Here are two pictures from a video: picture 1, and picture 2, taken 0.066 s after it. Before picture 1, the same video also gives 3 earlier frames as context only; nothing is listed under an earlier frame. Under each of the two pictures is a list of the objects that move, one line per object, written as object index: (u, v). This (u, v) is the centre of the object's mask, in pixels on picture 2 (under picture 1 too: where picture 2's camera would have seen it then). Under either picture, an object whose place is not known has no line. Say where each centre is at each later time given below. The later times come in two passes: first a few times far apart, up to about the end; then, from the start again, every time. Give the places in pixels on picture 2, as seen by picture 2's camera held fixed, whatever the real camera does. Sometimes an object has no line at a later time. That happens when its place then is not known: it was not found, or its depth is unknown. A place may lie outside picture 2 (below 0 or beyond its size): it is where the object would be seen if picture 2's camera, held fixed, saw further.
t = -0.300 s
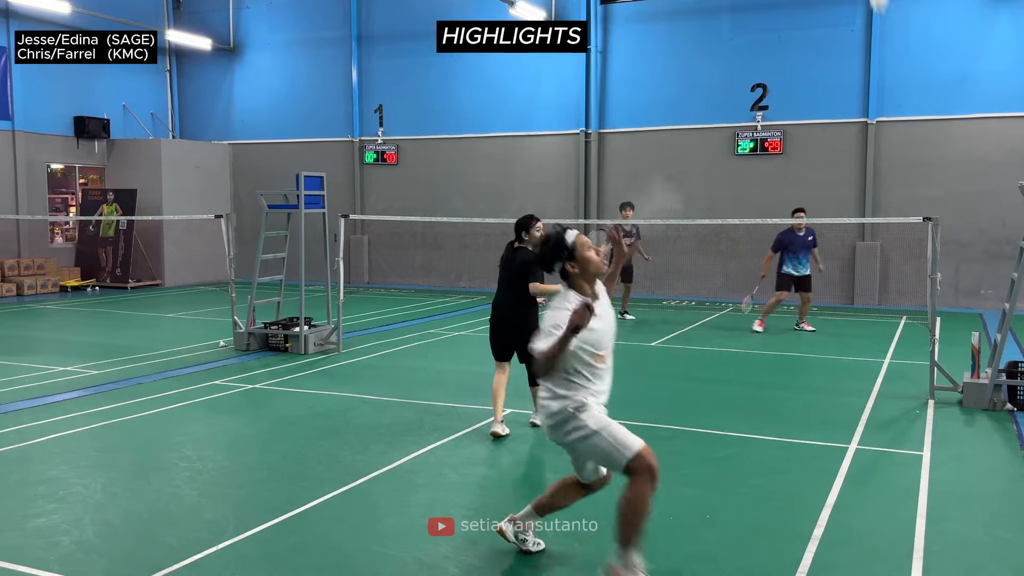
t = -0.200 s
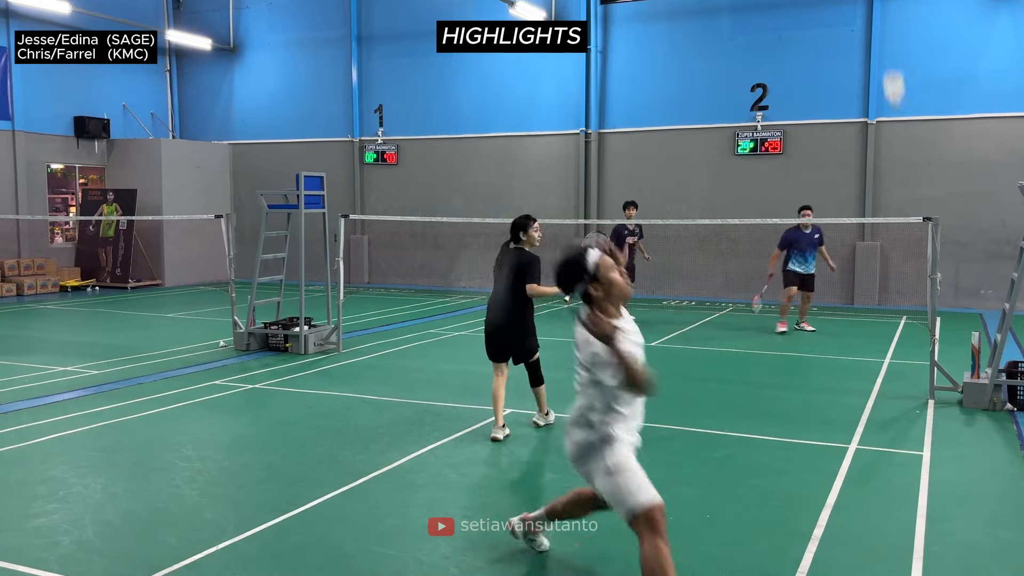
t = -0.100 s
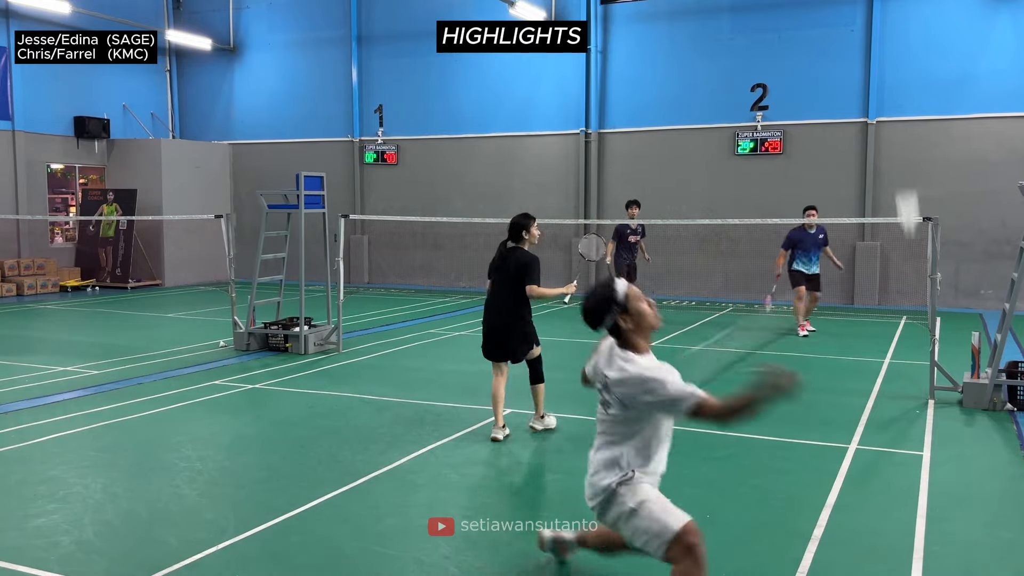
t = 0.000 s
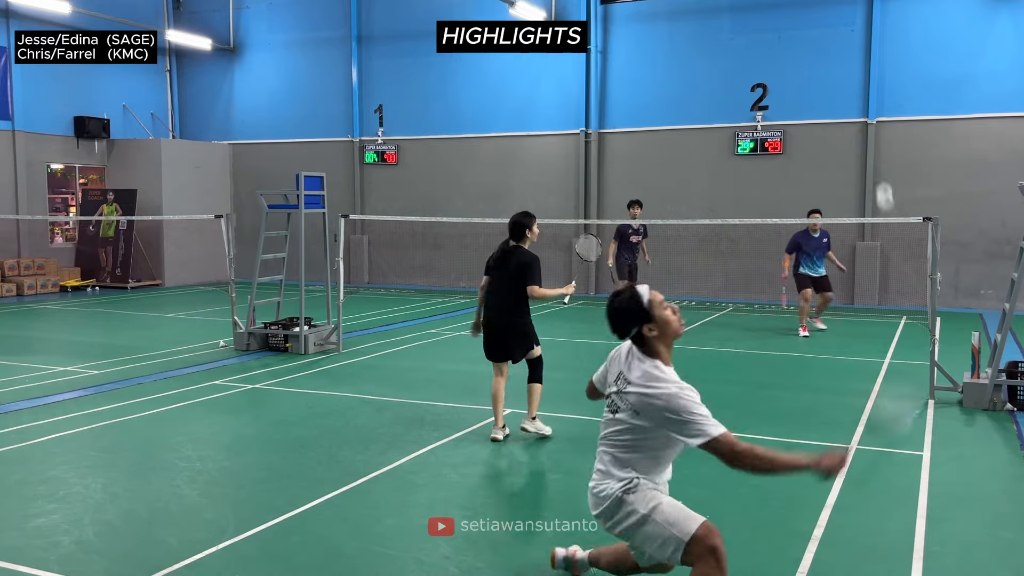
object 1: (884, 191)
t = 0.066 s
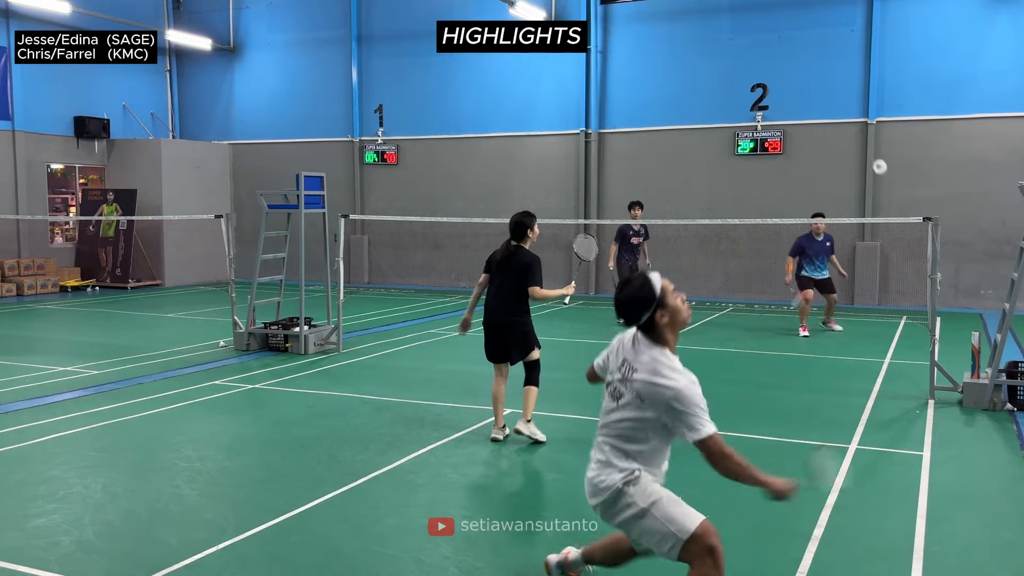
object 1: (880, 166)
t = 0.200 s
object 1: (867, 156)
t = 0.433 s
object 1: (860, 187)
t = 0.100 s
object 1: (875, 161)
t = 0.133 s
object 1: (872, 158)
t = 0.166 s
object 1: (869, 157)
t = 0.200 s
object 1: (867, 156)
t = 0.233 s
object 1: (865, 158)
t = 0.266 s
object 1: (864, 161)
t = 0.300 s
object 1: (863, 164)
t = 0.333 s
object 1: (862, 169)
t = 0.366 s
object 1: (861, 175)
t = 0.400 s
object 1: (860, 180)
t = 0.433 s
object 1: (860, 187)
